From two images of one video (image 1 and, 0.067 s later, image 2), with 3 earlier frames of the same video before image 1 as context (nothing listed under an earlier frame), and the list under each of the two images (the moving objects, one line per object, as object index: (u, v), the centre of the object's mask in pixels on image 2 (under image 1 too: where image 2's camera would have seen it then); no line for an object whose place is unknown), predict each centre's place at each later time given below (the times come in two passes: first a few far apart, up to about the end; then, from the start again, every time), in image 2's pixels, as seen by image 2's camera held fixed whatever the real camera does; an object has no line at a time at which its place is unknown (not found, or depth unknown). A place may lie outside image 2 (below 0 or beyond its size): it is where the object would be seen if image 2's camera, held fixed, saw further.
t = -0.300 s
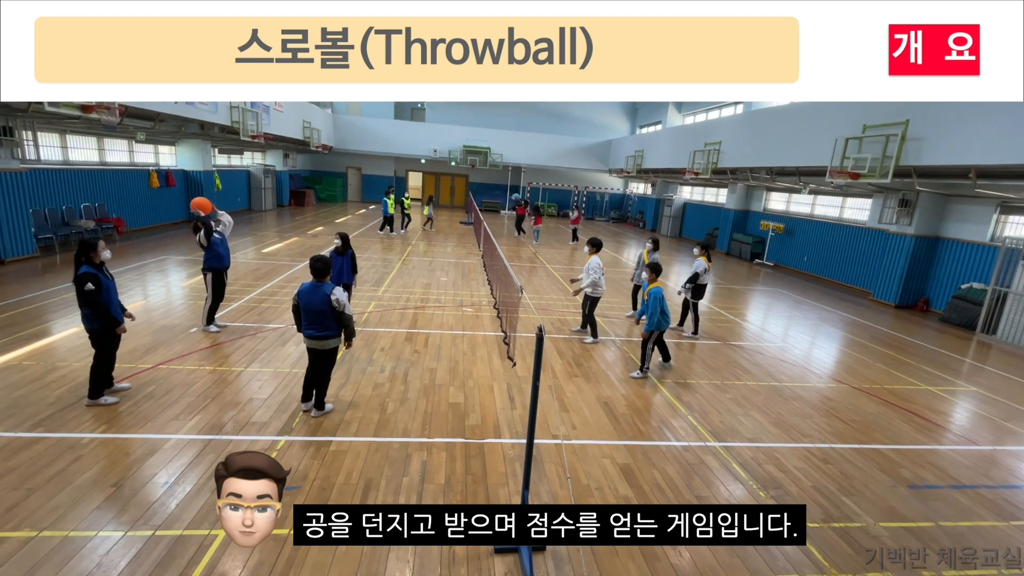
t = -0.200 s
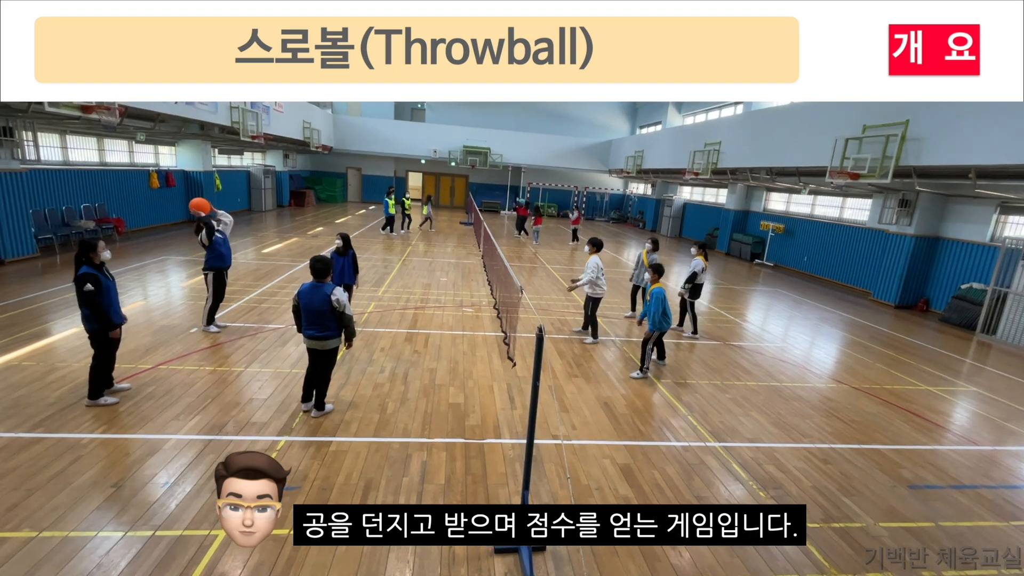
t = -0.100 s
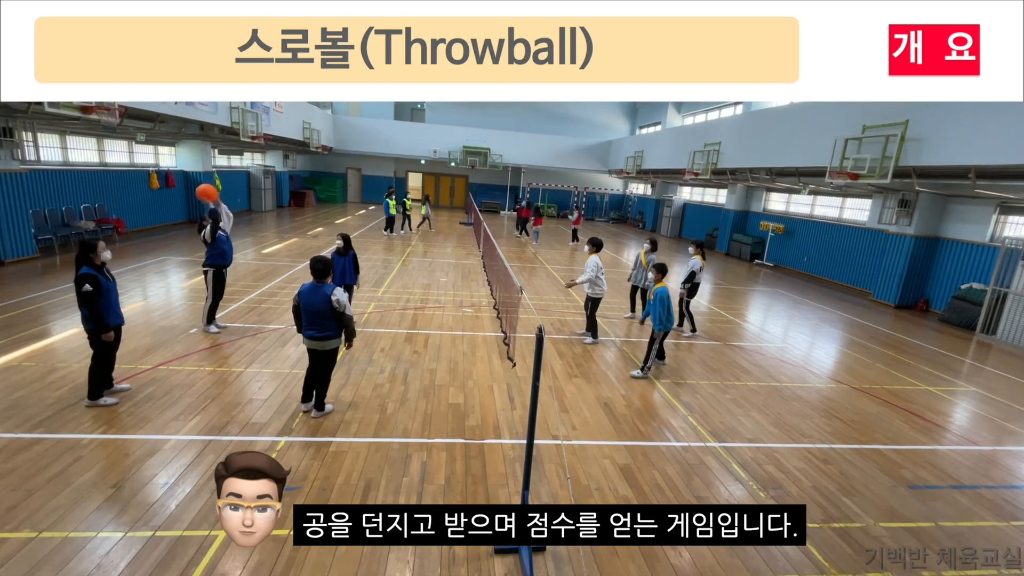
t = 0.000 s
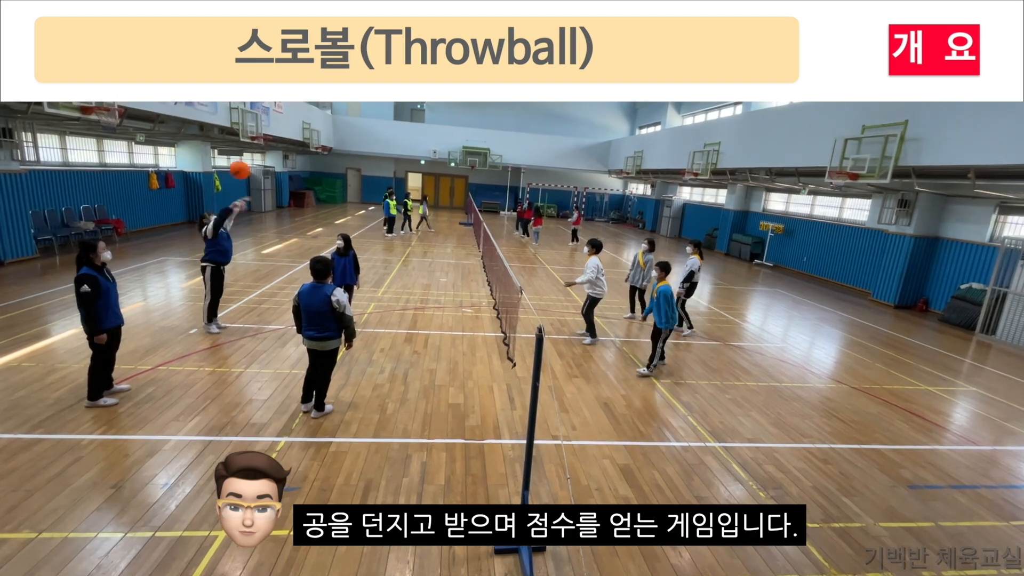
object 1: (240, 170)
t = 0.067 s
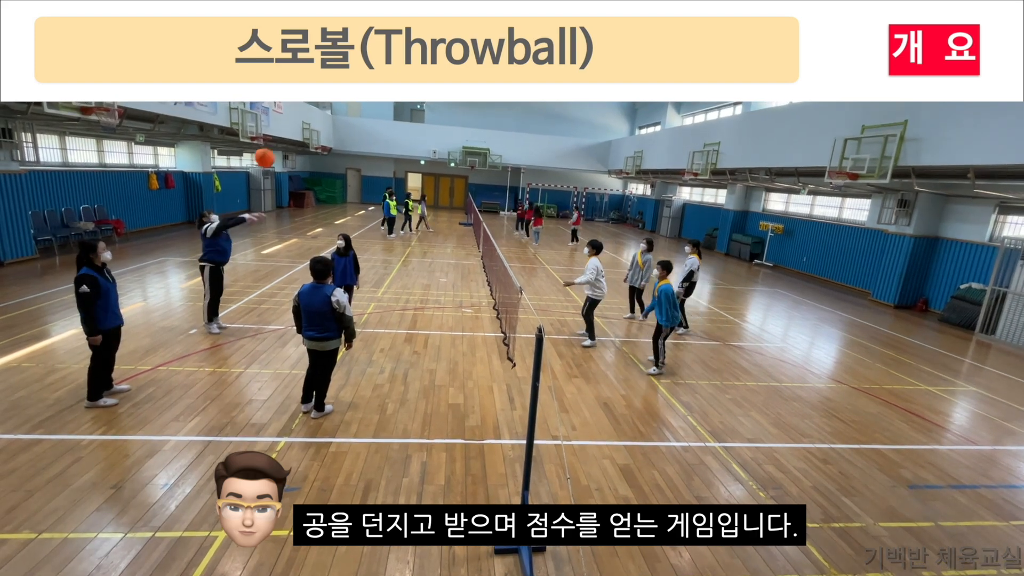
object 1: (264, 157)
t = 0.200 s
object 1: (314, 145)
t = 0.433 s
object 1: (400, 156)
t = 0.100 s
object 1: (277, 153)
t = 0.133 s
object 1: (289, 150)
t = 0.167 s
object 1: (302, 147)
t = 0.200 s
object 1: (314, 145)
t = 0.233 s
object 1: (327, 144)
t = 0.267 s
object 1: (339, 144)
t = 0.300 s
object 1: (352, 145)
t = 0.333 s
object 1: (364, 146)
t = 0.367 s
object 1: (376, 149)
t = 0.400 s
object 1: (388, 152)
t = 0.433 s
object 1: (400, 156)
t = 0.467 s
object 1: (411, 161)
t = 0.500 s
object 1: (422, 166)
